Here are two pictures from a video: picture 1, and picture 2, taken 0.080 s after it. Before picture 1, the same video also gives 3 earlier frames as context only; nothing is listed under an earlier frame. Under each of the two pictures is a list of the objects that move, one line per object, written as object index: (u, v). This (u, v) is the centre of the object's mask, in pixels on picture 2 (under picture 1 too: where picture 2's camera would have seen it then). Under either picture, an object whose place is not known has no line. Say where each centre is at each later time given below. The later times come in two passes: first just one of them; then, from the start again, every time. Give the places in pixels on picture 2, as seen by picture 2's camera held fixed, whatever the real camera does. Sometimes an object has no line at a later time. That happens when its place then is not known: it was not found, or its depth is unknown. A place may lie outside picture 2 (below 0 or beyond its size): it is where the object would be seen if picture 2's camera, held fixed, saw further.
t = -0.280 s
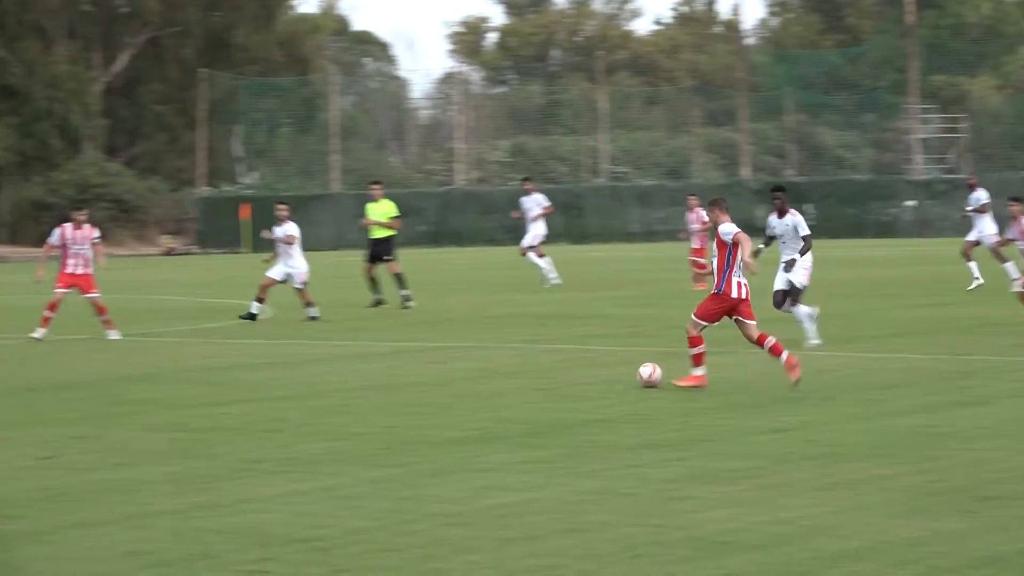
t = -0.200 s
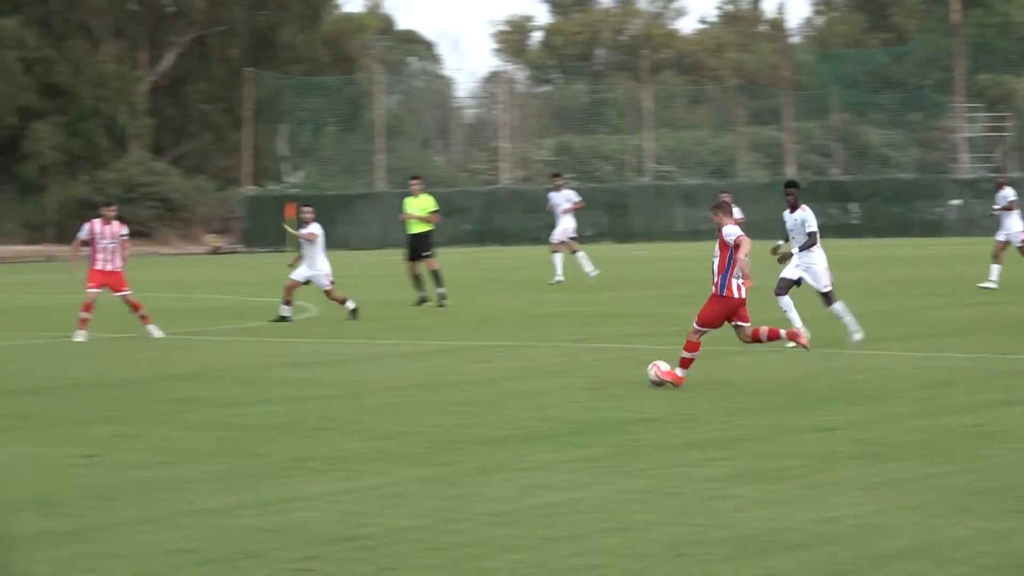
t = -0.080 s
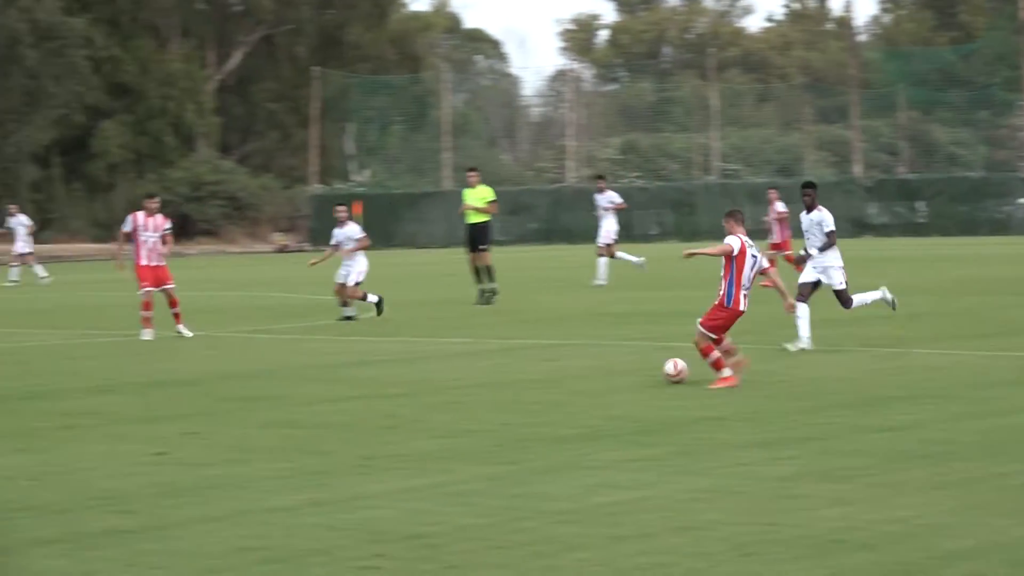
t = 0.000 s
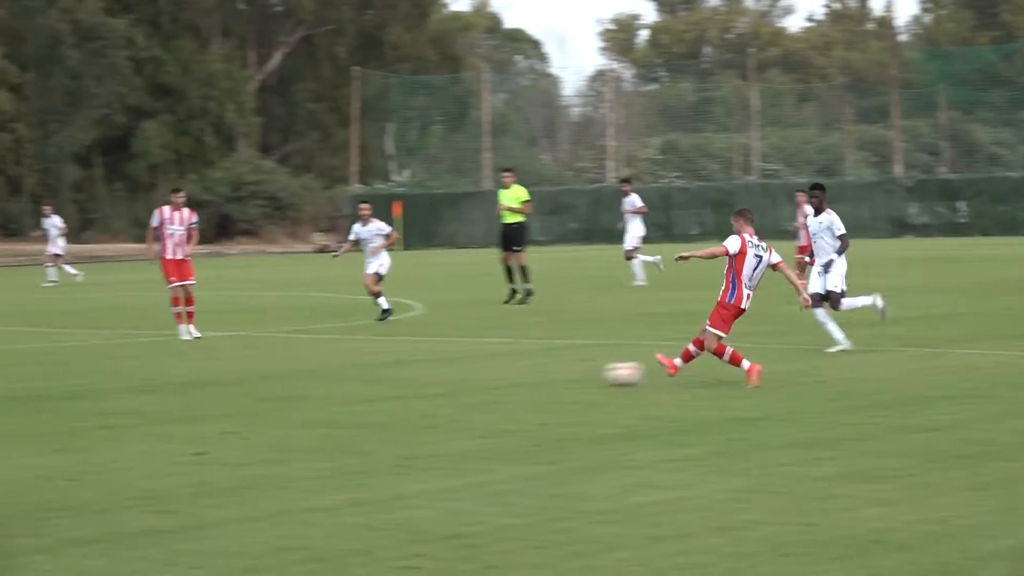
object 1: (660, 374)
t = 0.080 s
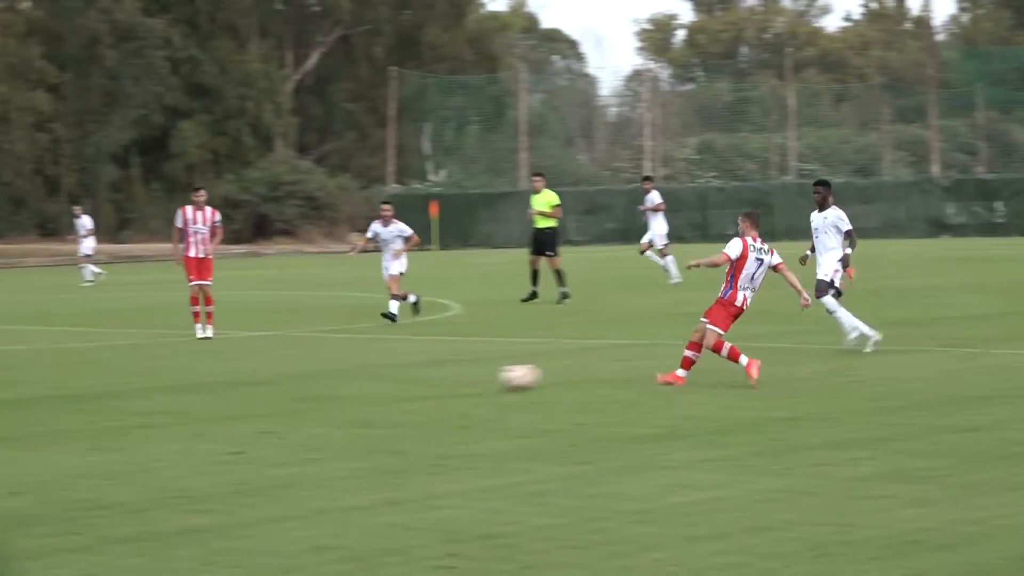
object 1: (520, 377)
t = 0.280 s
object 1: (180, 394)
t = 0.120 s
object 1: (449, 380)
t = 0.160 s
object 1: (380, 384)
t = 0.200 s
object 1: (314, 386)
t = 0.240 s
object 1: (247, 389)
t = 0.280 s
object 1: (180, 394)
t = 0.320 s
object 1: (113, 398)
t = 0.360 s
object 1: (49, 400)
